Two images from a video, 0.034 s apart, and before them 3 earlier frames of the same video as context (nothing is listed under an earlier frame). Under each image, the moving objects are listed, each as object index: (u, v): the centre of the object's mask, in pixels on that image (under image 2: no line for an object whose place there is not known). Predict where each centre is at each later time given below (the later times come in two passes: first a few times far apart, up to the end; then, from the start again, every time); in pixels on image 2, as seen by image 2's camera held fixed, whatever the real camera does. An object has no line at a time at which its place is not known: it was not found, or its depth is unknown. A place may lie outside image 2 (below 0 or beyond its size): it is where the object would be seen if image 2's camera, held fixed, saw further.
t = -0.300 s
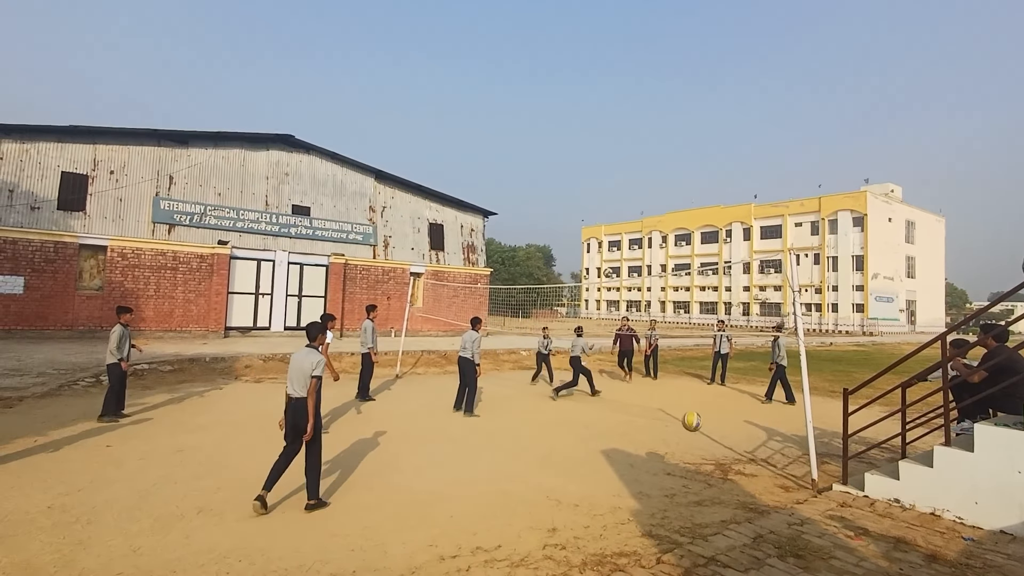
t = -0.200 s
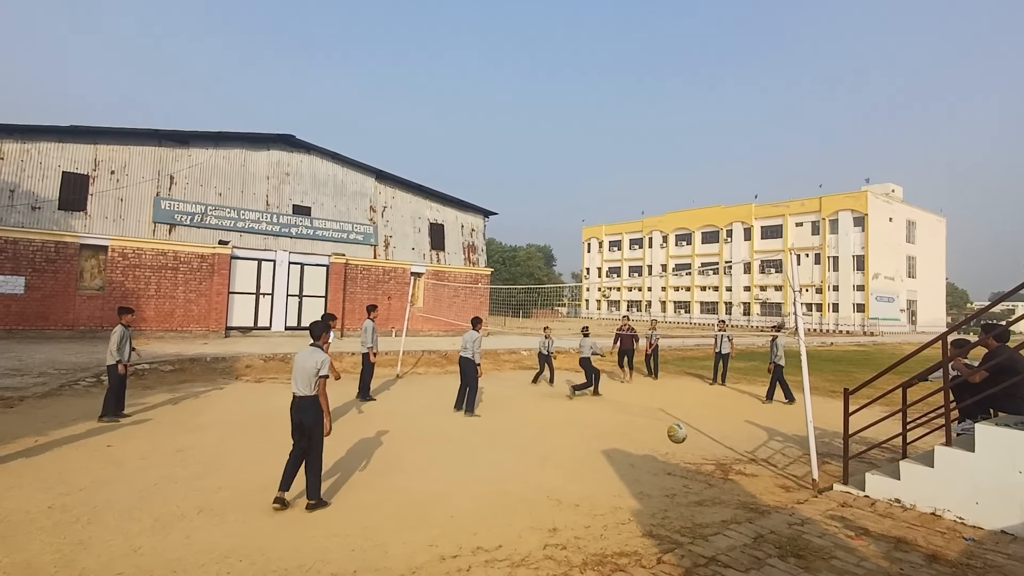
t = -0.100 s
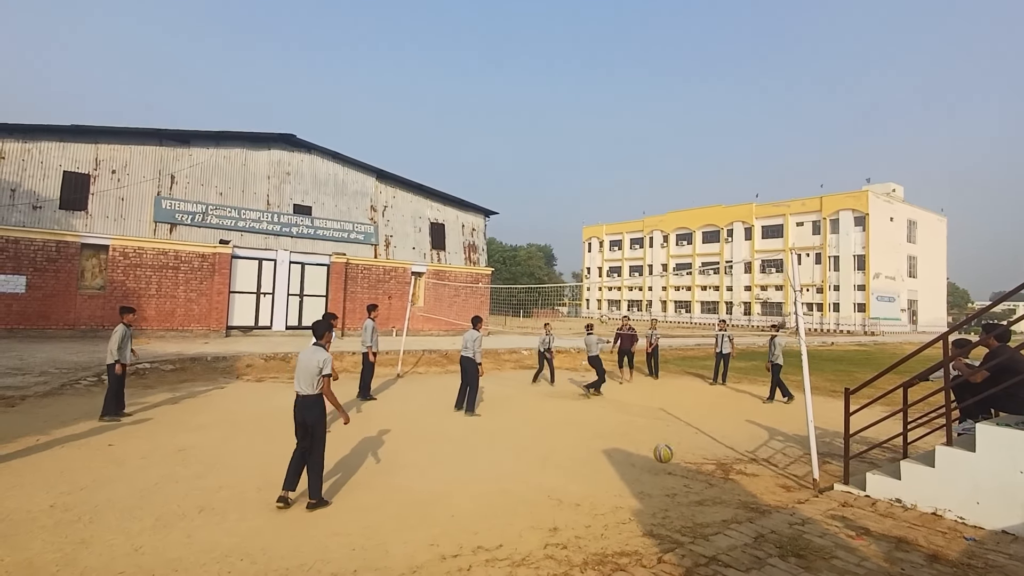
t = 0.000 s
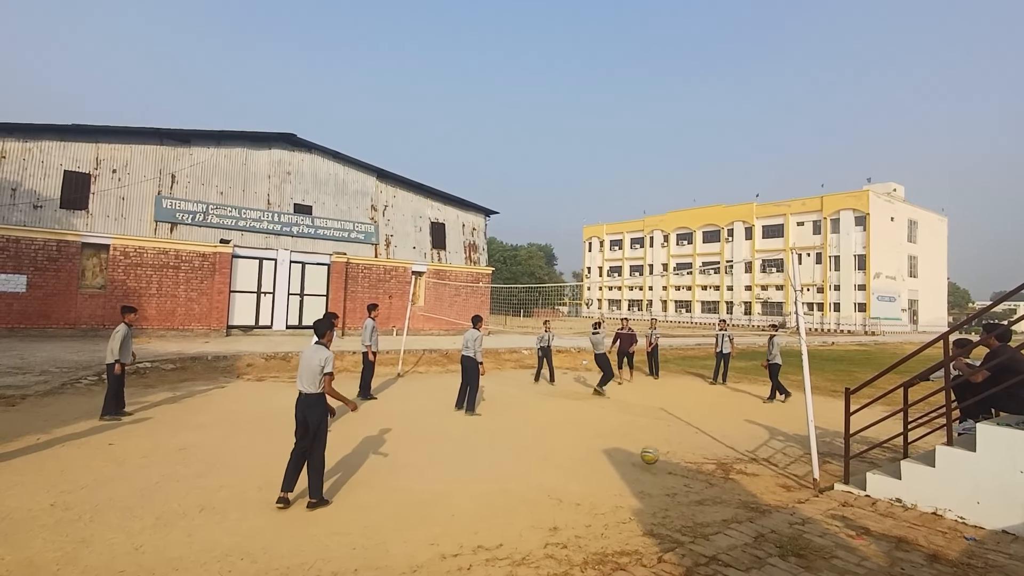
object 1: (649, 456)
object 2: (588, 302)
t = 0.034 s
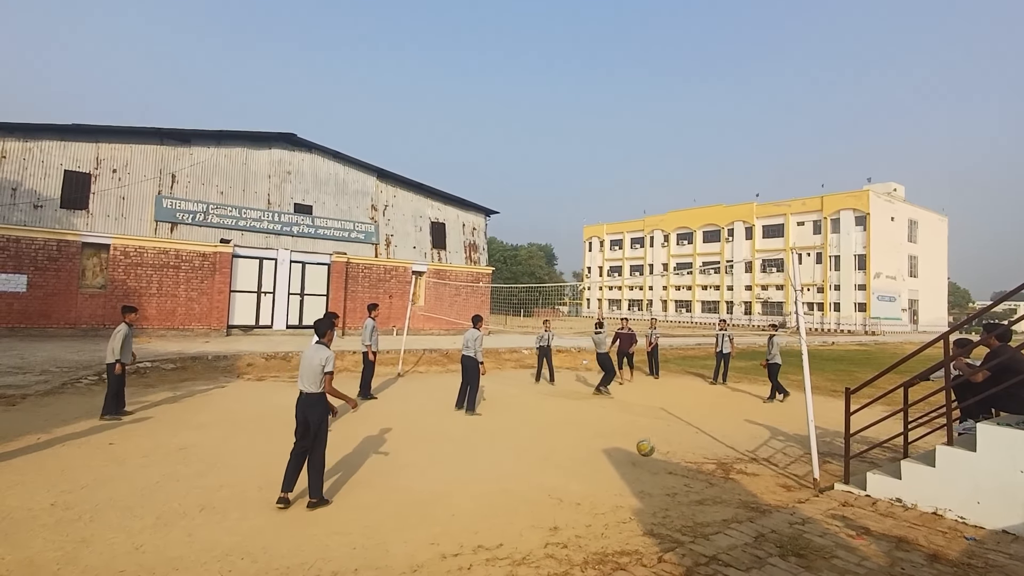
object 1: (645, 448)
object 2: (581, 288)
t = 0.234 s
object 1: (621, 423)
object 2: (527, 222)
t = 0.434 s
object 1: (599, 431)
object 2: (468, 170)
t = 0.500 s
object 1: (592, 440)
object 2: (446, 158)
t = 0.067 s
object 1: (641, 441)
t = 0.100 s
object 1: (637, 435)
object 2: (563, 264)
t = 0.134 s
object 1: (633, 431)
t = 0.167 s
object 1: (629, 427)
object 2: (546, 242)
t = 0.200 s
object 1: (625, 425)
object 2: (537, 231)
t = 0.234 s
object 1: (621, 423)
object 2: (527, 222)
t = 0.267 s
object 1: (618, 422)
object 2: (518, 211)
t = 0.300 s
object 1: (614, 422)
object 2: (508, 202)
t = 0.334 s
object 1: (609, 423)
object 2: (498, 194)
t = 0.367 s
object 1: (606, 425)
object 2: (488, 185)
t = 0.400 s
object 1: (602, 427)
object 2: (478, 177)
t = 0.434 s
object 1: (599, 431)
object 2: (468, 170)
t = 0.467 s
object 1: (595, 435)
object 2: (457, 163)
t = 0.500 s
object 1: (592, 440)
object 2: (446, 158)
